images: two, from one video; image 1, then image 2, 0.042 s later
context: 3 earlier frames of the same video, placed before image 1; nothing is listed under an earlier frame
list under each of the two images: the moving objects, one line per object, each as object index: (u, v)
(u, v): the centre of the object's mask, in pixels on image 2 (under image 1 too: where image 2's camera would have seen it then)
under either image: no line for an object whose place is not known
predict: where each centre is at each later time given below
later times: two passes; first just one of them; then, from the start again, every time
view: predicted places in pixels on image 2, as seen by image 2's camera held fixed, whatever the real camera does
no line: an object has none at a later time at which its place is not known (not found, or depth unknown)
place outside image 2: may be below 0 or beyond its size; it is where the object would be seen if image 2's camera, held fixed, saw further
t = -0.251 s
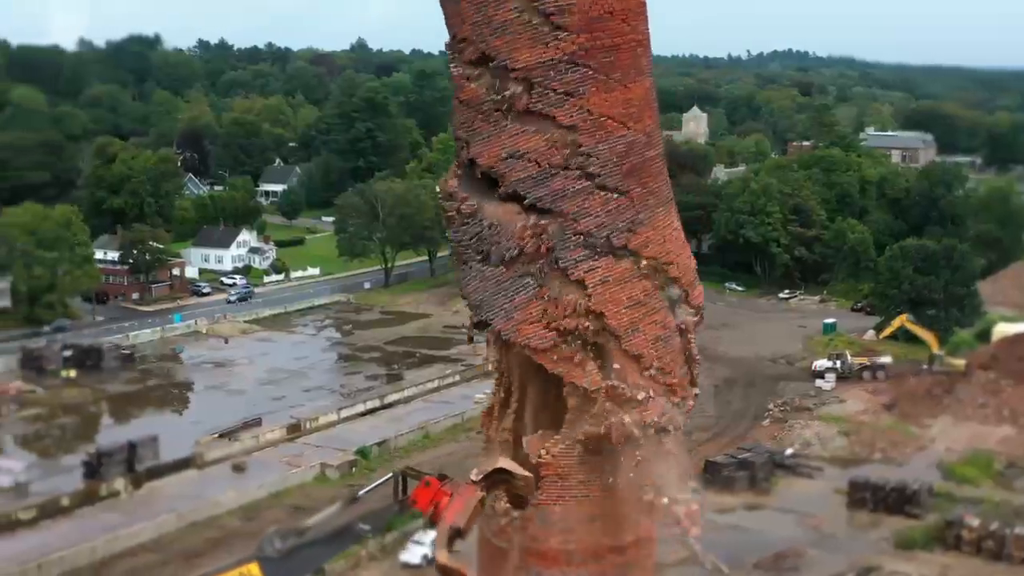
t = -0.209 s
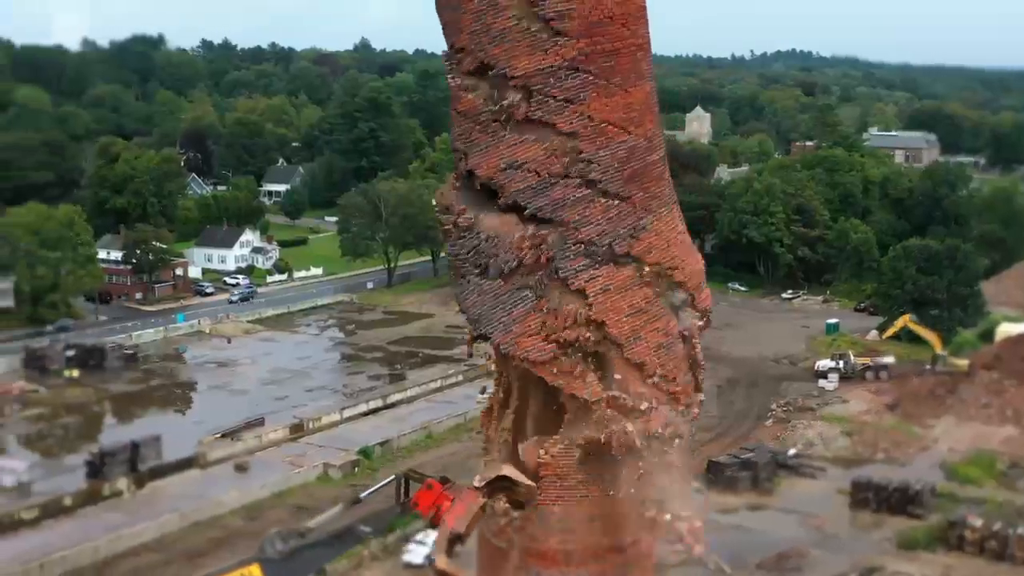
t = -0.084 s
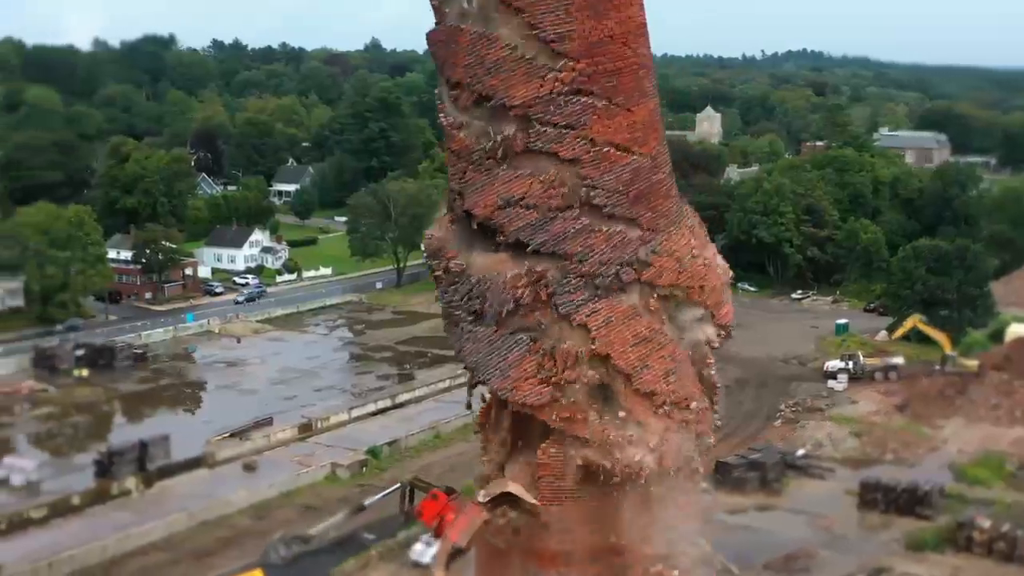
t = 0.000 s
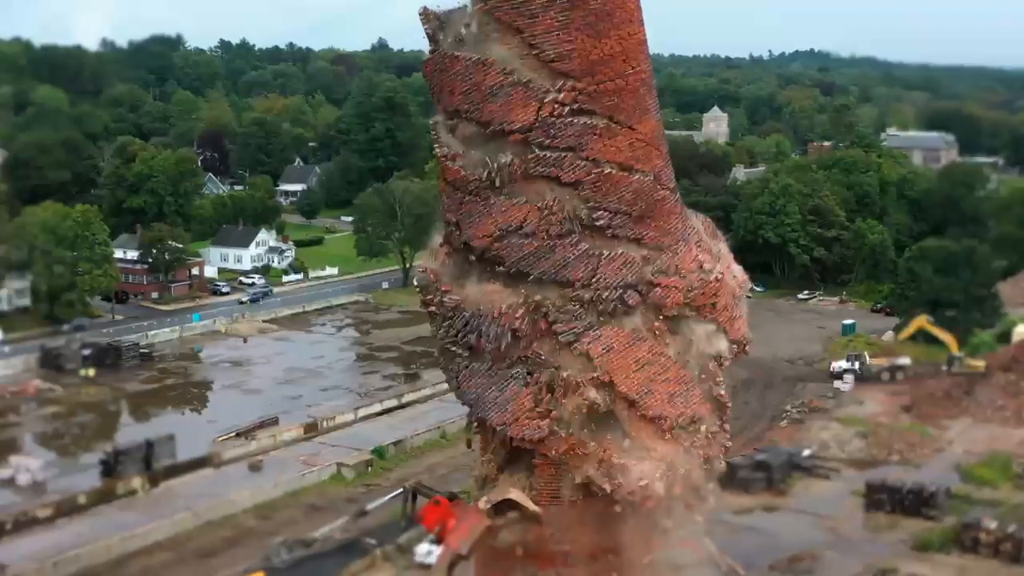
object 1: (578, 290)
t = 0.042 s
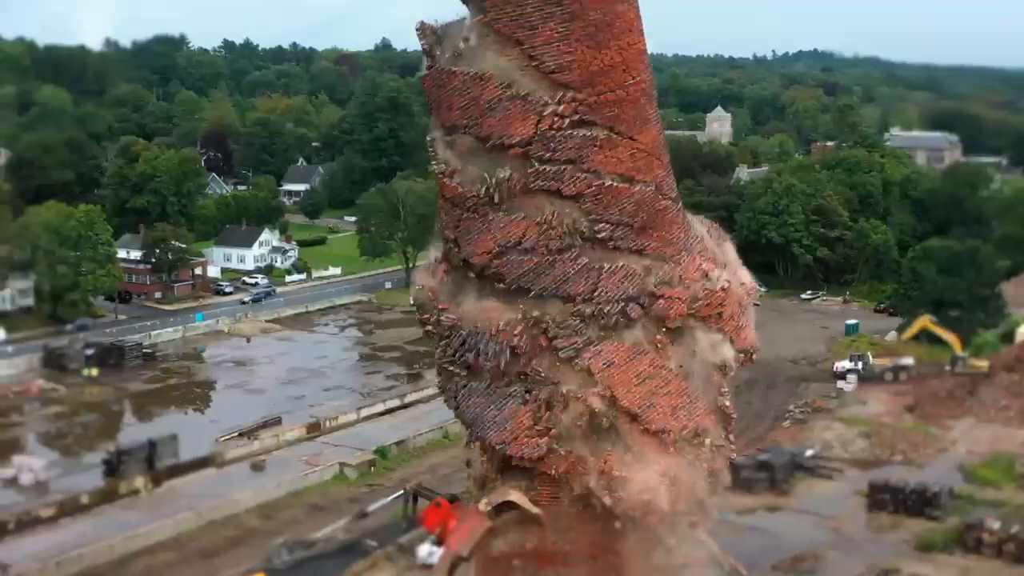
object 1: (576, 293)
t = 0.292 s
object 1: (567, 311)
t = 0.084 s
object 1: (575, 296)
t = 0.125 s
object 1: (574, 299)
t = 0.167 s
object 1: (572, 303)
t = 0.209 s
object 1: (570, 308)
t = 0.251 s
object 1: (569, 309)
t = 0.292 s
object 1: (567, 311)
